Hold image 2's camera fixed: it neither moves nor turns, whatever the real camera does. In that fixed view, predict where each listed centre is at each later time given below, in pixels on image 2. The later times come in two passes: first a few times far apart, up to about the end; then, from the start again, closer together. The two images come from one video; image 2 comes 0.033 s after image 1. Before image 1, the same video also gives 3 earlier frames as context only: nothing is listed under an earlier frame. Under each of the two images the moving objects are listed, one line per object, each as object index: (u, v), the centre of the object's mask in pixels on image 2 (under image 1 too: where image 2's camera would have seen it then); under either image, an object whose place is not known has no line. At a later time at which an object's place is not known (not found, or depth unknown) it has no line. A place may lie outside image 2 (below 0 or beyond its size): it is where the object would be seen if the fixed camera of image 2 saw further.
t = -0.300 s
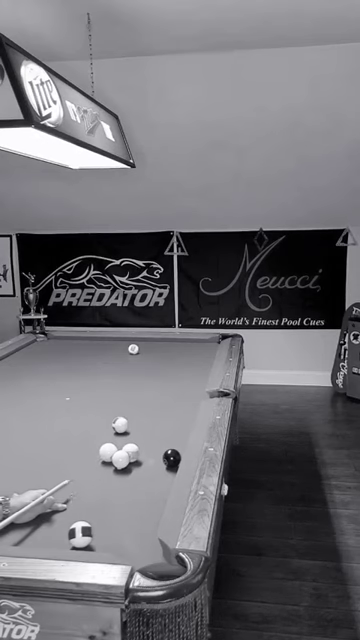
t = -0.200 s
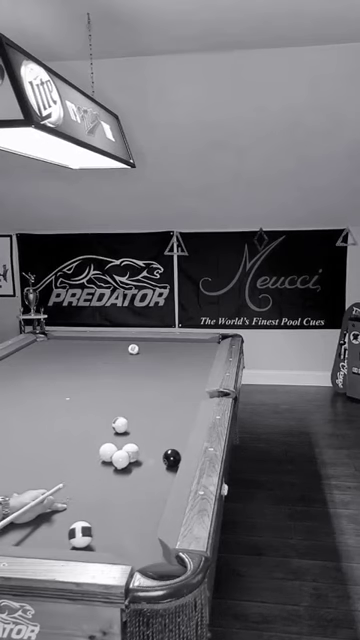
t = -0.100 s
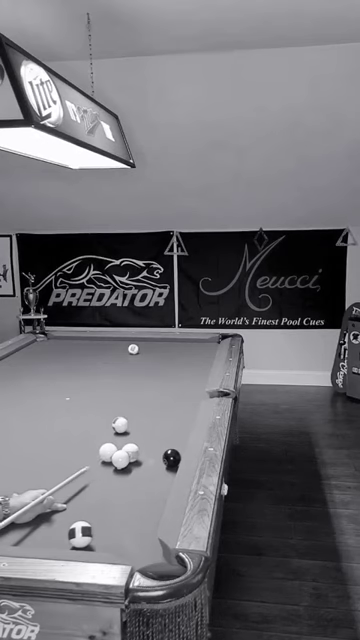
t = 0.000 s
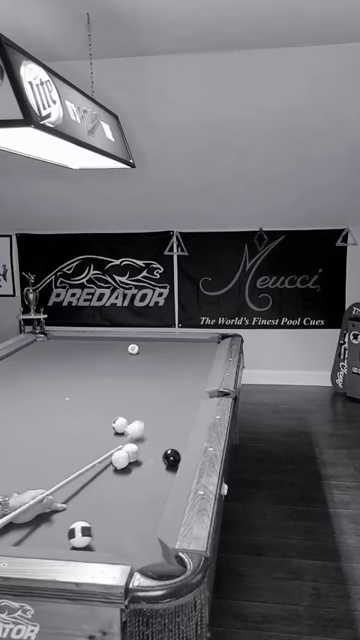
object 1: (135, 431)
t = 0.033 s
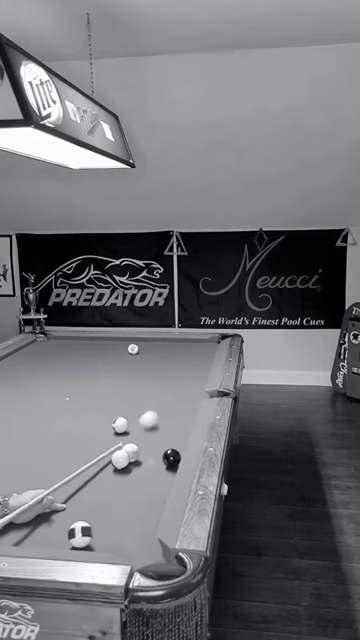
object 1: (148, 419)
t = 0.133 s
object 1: (181, 394)
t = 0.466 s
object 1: (197, 352)
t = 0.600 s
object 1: (195, 341)
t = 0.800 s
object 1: (194, 348)
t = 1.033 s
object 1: (192, 359)
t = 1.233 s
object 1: (190, 370)
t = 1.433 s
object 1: (188, 383)
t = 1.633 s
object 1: (184, 398)
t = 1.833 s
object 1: (181, 416)
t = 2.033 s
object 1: (177, 436)
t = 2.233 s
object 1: (174, 451)
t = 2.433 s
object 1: (170, 456)
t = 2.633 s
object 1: (166, 460)
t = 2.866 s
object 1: (162, 464)
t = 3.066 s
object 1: (159, 467)
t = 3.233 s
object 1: (157, 469)
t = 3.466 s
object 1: (154, 471)
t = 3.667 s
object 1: (153, 473)
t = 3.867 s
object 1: (152, 474)
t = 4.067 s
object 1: (152, 474)
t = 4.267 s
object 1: (152, 474)
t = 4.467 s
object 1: (152, 474)
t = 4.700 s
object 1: (152, 474)
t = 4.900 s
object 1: (152, 474)
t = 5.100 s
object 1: (152, 474)
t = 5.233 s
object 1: (152, 474)
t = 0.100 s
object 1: (171, 402)
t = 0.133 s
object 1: (181, 394)
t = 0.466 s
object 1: (197, 352)
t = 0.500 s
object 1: (197, 349)
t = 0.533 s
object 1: (196, 346)
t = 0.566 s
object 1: (196, 343)
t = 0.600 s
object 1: (195, 341)
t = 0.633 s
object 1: (195, 339)
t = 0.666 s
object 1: (194, 341)
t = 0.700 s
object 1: (194, 343)
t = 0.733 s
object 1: (194, 344)
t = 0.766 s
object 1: (194, 346)
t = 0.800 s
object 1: (194, 348)
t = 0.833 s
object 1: (194, 349)
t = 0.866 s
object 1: (194, 351)
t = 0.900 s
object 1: (193, 352)
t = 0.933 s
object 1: (193, 354)
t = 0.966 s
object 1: (193, 356)
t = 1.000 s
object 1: (192, 357)
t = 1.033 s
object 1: (192, 359)
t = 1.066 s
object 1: (192, 361)
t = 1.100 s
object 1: (191, 363)
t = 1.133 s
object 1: (191, 364)
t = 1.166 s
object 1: (191, 366)
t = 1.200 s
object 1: (190, 368)
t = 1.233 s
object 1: (190, 370)
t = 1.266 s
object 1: (190, 372)
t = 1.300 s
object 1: (189, 374)
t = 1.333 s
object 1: (189, 377)
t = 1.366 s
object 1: (189, 379)
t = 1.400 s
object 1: (188, 381)
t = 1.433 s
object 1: (188, 383)
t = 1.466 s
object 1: (187, 386)
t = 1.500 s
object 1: (187, 388)
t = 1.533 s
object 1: (186, 391)
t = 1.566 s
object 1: (185, 393)
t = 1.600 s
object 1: (185, 395)
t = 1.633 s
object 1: (184, 398)
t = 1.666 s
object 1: (184, 401)
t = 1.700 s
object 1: (184, 404)
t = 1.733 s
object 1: (183, 406)
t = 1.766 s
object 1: (182, 410)
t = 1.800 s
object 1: (182, 413)
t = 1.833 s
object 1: (181, 416)
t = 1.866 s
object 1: (181, 419)
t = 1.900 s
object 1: (180, 422)
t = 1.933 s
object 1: (179, 425)
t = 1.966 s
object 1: (178, 429)
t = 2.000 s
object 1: (178, 432)
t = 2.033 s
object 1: (177, 436)
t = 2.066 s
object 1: (176, 440)
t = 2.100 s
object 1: (176, 443)
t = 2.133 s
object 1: (176, 445)
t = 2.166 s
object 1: (175, 448)
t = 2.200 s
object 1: (175, 450)
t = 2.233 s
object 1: (174, 451)
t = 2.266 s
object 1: (173, 452)
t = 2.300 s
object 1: (173, 453)
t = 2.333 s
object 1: (172, 454)
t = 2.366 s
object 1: (171, 455)
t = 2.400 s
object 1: (171, 455)
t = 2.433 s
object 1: (170, 456)
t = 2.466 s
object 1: (169, 457)
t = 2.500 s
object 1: (169, 457)
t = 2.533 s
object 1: (169, 458)
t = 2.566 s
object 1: (168, 459)
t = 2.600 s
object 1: (167, 459)
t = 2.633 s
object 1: (166, 460)
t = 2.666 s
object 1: (166, 461)
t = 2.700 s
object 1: (165, 461)
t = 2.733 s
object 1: (164, 462)
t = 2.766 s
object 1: (164, 462)
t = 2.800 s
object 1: (163, 463)
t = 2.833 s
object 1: (163, 463)
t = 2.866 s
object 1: (162, 464)
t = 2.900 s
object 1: (161, 465)
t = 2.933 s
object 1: (161, 465)
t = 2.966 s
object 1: (160, 465)
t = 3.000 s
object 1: (160, 466)
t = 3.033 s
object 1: (159, 466)
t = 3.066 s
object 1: (159, 467)
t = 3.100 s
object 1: (158, 467)
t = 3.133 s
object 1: (158, 468)
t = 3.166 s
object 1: (157, 468)
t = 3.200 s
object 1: (157, 469)
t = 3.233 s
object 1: (157, 469)
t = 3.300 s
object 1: (156, 470)
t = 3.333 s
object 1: (155, 470)
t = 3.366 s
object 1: (155, 470)
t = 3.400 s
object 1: (155, 471)
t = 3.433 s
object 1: (154, 471)
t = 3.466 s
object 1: (154, 471)
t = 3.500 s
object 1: (153, 472)
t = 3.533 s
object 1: (153, 472)
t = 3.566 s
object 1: (153, 472)
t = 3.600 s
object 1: (153, 472)
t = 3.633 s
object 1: (153, 472)
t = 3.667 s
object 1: (153, 473)
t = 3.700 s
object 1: (153, 473)
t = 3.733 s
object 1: (153, 473)
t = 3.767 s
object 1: (153, 473)
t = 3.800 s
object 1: (153, 473)
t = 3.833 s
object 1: (152, 474)
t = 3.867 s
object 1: (152, 474)
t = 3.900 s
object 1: (152, 474)
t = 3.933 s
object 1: (152, 474)
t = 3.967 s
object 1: (152, 474)
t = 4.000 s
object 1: (152, 474)
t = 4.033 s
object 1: (152, 474)
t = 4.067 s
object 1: (152, 474)
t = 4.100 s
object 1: (152, 474)
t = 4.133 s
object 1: (152, 474)
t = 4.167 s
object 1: (152, 474)
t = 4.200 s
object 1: (152, 474)
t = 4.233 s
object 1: (152, 474)
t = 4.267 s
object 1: (152, 474)
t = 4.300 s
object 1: (152, 474)
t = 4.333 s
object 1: (152, 474)
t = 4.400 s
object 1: (152, 474)
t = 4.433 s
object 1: (152, 474)
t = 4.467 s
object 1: (152, 474)
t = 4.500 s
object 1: (152, 474)
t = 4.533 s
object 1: (152, 474)
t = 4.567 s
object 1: (152, 474)
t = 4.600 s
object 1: (152, 474)
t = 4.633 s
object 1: (152, 474)
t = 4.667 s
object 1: (152, 474)
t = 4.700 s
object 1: (152, 474)
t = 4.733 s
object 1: (152, 474)
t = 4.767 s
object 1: (152, 474)
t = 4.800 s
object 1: (152, 474)
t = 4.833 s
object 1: (152, 474)
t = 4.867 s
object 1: (152, 474)
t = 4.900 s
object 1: (152, 474)
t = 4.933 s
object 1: (152, 474)
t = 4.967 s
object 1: (152, 474)
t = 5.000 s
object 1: (152, 474)
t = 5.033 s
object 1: (152, 474)
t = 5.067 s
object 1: (152, 474)
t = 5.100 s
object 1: (152, 474)
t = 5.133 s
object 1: (152, 474)
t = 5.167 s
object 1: (152, 474)
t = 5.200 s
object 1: (152, 474)
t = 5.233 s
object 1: (152, 474)
